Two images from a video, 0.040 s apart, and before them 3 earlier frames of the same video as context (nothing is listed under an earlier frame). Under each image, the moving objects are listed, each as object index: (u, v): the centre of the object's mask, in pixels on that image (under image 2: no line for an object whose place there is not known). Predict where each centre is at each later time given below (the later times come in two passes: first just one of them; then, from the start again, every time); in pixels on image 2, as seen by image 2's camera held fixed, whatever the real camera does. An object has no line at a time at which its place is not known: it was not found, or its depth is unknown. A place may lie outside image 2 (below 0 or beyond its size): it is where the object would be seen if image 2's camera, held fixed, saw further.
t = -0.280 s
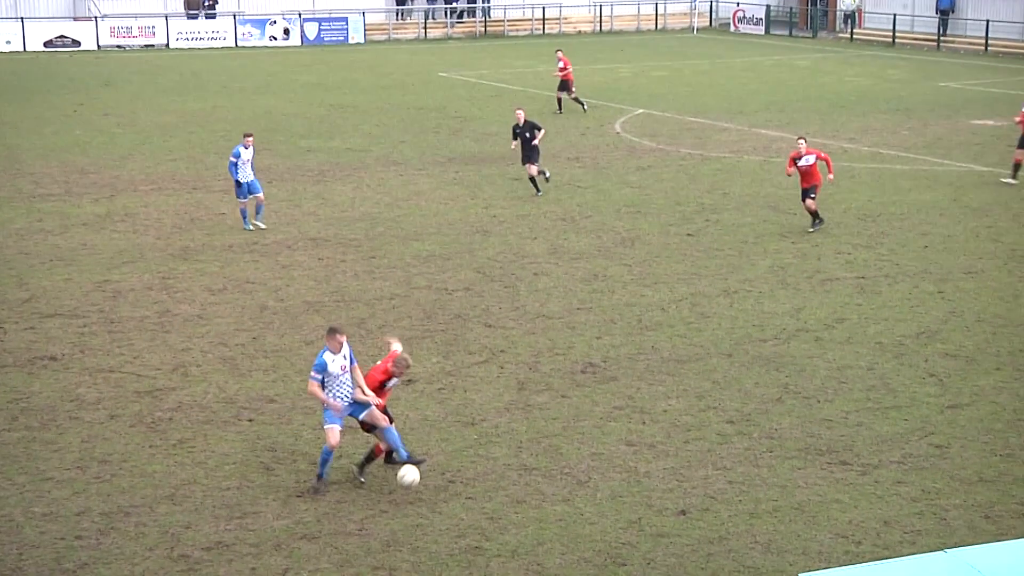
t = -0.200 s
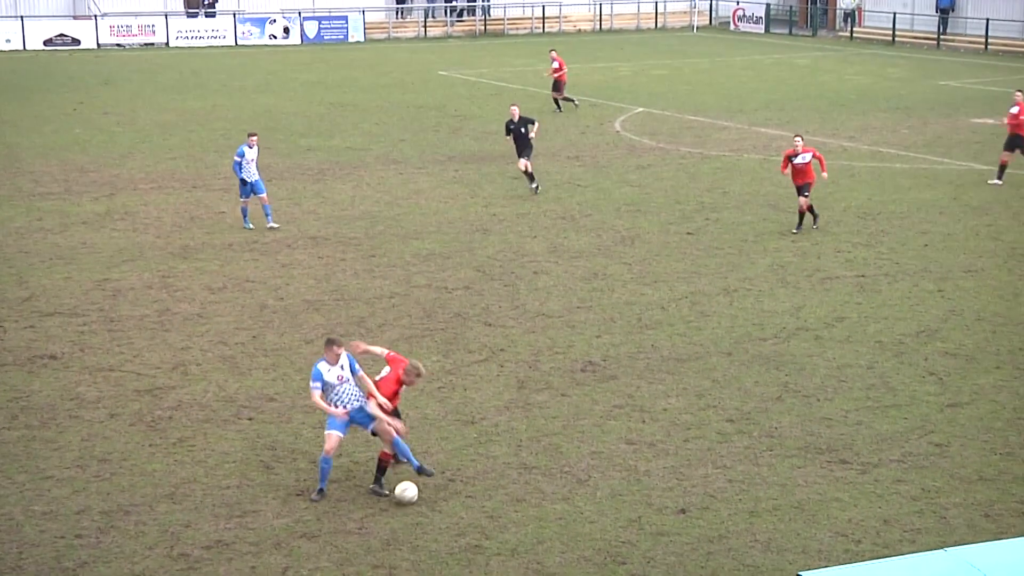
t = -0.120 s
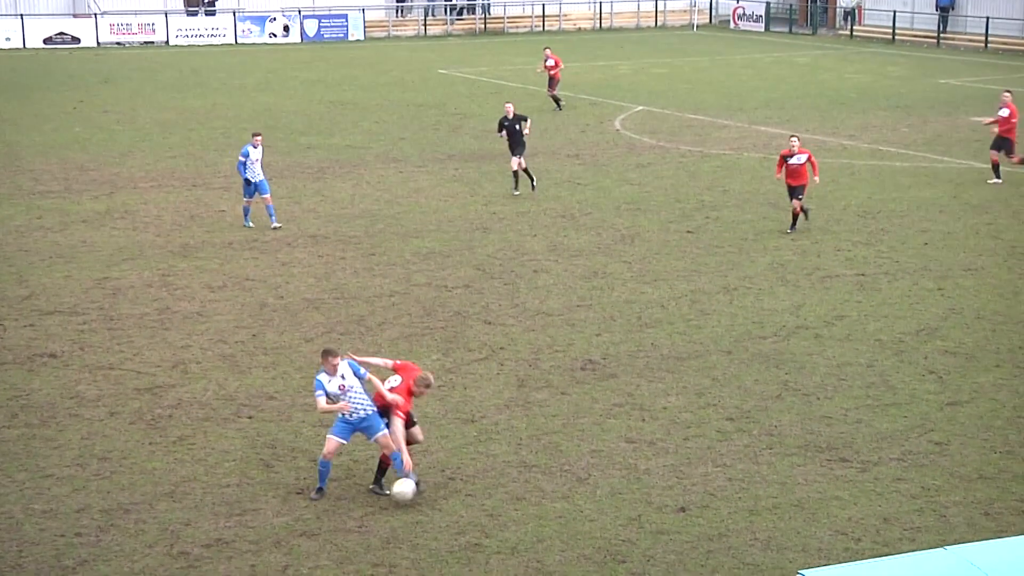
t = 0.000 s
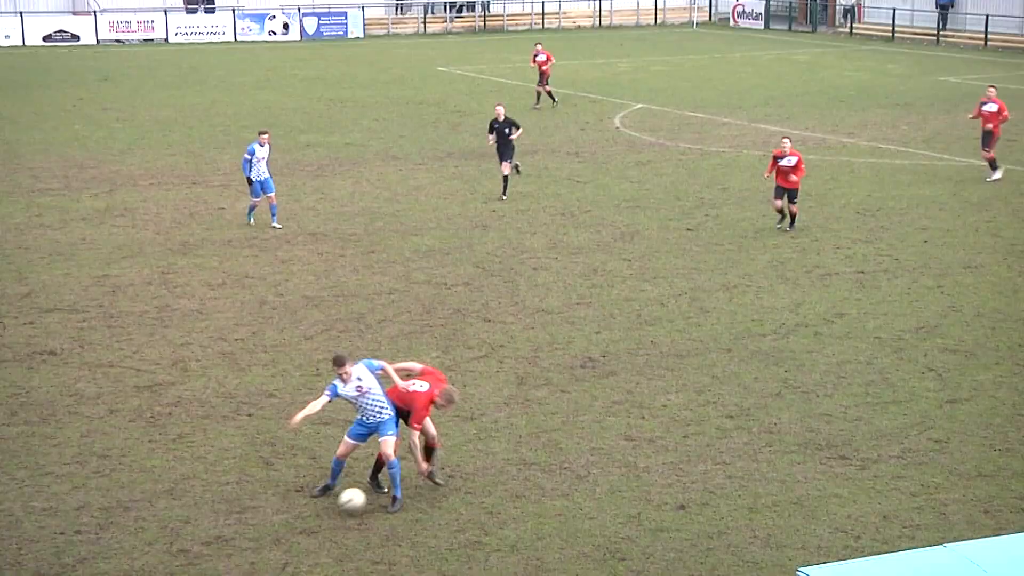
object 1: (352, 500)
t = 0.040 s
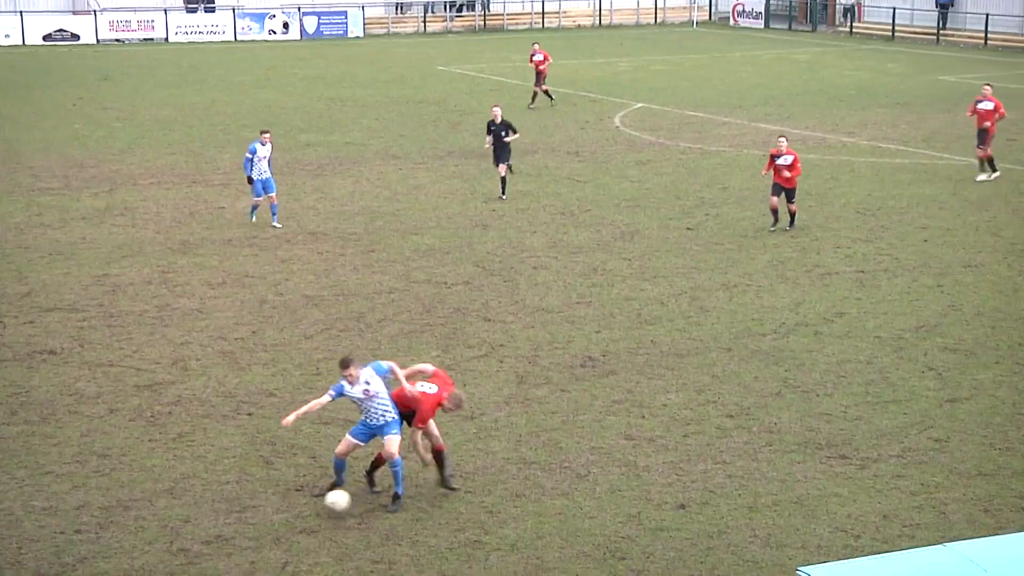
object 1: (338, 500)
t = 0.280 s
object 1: (256, 525)
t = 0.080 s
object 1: (321, 505)
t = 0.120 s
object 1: (305, 513)
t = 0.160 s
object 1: (290, 517)
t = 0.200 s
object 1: (278, 518)
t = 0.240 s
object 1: (267, 521)
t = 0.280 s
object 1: (256, 525)
